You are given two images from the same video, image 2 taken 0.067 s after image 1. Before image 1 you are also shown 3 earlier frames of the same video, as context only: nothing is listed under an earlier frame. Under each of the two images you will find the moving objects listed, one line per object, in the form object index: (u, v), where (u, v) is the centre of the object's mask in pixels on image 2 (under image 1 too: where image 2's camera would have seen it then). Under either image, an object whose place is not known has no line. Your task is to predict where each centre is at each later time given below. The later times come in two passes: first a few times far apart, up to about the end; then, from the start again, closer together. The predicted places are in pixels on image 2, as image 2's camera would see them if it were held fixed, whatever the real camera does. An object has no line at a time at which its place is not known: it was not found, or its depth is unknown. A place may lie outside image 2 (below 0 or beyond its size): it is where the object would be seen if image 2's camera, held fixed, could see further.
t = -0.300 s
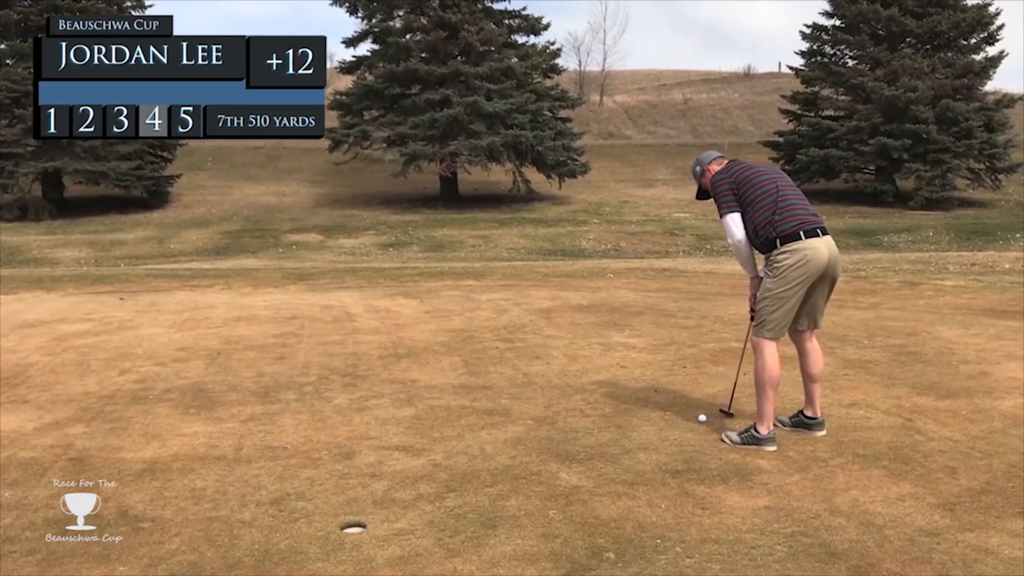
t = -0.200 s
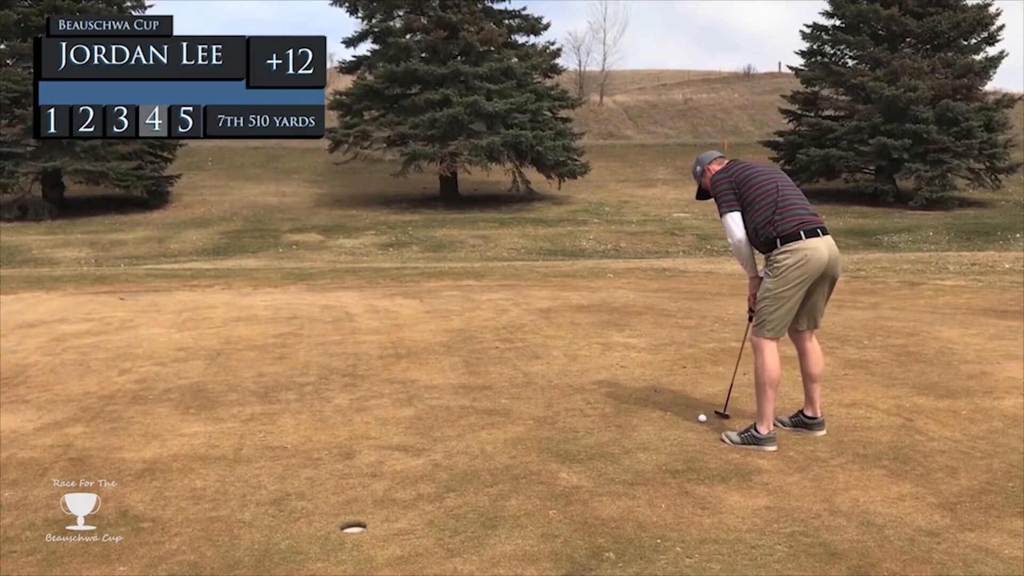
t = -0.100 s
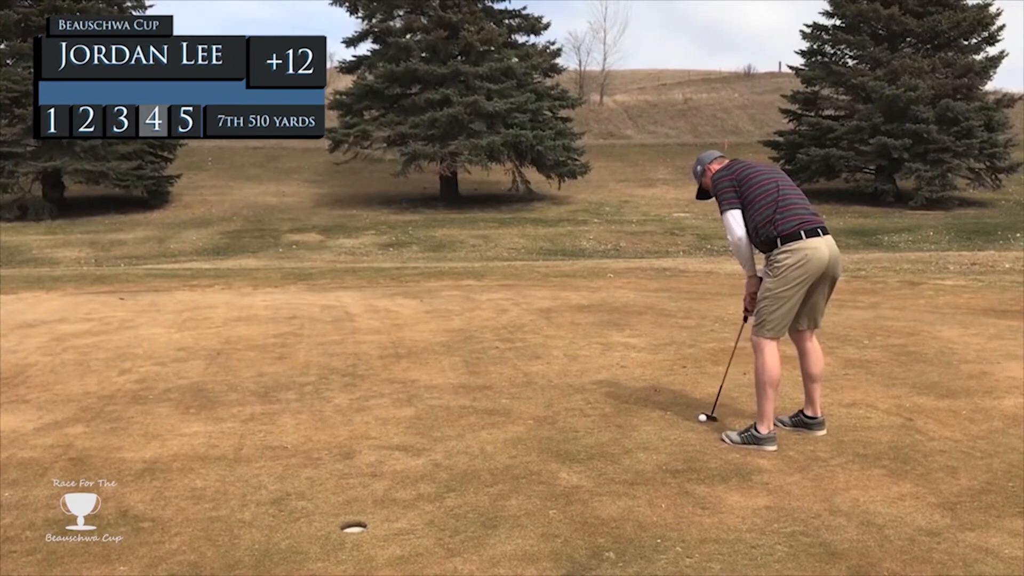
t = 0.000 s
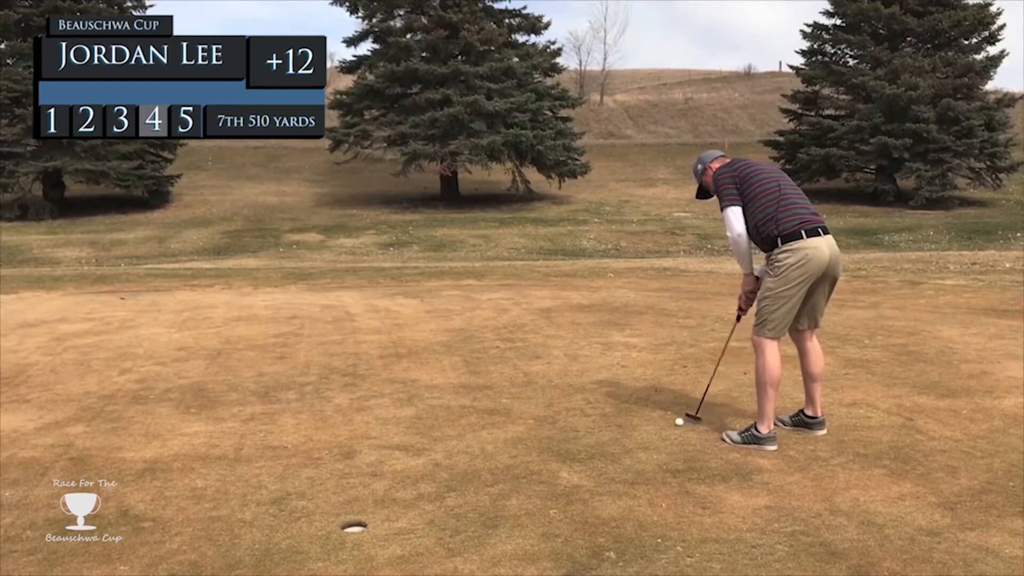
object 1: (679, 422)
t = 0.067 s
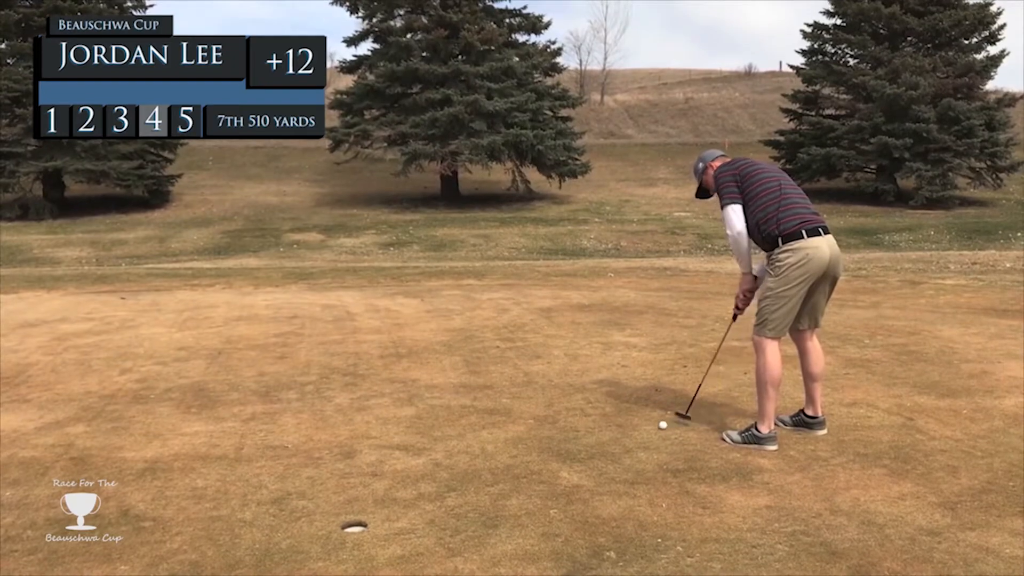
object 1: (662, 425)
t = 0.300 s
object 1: (615, 436)
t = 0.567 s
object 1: (567, 449)
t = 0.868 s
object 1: (519, 463)
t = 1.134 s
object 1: (481, 476)
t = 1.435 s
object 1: (445, 489)
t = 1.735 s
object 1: (420, 501)
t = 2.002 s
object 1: (406, 509)
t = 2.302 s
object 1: (397, 517)
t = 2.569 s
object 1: (394, 520)
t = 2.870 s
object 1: (394, 520)
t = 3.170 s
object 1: (394, 520)
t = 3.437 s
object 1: (394, 520)
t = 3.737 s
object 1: (394, 520)
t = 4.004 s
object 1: (394, 520)
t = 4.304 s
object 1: (394, 520)
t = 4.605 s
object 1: (394, 520)
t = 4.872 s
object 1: (394, 520)
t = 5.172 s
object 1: (394, 520)
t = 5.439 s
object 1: (394, 520)
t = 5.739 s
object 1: (394, 520)
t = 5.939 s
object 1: (394, 520)
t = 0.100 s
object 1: (655, 427)
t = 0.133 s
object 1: (648, 428)
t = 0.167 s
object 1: (641, 430)
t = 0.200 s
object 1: (634, 431)
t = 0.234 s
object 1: (628, 433)
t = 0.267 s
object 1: (621, 435)
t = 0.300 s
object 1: (615, 436)
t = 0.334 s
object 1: (608, 438)
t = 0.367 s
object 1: (602, 440)
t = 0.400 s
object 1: (596, 441)
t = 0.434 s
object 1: (590, 442)
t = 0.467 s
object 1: (584, 444)
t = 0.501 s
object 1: (578, 445)
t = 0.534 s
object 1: (572, 447)
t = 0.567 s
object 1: (567, 449)
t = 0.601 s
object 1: (561, 450)
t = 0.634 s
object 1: (556, 452)
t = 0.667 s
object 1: (550, 454)
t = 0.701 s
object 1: (545, 456)
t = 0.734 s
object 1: (539, 457)
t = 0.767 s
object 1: (534, 458)
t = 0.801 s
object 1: (529, 460)
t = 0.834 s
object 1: (524, 461)
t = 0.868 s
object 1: (519, 463)
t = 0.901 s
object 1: (514, 465)
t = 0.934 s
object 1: (508, 466)
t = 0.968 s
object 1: (504, 468)
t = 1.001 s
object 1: (499, 469)
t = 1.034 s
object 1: (494, 471)
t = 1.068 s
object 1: (490, 472)
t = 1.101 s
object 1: (485, 474)
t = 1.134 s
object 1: (481, 476)
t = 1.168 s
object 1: (477, 477)
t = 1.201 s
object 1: (473, 479)
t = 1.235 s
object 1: (468, 480)
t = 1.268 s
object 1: (465, 481)
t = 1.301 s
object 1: (461, 483)
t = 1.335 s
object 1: (457, 484)
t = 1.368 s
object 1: (453, 486)
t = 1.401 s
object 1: (449, 488)
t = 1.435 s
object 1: (445, 489)
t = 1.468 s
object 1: (442, 490)
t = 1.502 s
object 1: (439, 491)
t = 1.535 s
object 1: (436, 493)
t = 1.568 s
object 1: (433, 494)
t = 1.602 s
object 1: (430, 496)
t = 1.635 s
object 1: (427, 497)
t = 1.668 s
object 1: (425, 498)
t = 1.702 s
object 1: (422, 500)
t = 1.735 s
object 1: (420, 501)
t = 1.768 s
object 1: (418, 502)
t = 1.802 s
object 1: (416, 503)
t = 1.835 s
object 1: (414, 504)
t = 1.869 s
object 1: (412, 505)
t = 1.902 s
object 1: (410, 506)
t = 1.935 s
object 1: (409, 508)
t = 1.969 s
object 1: (407, 509)
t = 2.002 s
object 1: (406, 509)
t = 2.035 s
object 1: (404, 510)
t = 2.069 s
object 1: (403, 511)
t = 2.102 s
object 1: (402, 512)
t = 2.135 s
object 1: (401, 513)
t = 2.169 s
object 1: (400, 514)
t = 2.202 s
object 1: (400, 515)
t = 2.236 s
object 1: (398, 516)
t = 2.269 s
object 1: (398, 516)
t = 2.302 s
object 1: (397, 517)
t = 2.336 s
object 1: (397, 518)
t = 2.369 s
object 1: (396, 518)
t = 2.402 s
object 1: (396, 518)
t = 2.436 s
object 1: (395, 519)
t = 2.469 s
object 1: (395, 519)
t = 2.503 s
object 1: (394, 520)
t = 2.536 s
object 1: (394, 520)
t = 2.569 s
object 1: (394, 520)
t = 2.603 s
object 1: (394, 520)
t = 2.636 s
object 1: (394, 520)
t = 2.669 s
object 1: (394, 520)
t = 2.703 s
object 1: (394, 520)
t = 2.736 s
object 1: (394, 520)
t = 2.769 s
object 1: (394, 520)
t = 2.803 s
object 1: (394, 520)
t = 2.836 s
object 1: (394, 520)
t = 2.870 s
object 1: (394, 520)
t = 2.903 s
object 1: (394, 520)
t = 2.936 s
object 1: (394, 520)
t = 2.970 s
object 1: (394, 520)
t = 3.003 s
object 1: (394, 520)
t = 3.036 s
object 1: (394, 520)
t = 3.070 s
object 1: (394, 520)
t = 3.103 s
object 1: (394, 520)
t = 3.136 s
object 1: (394, 520)
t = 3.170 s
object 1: (394, 520)
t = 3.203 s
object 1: (394, 520)
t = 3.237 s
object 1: (394, 520)
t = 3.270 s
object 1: (394, 520)
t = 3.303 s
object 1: (394, 520)
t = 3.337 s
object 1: (394, 520)
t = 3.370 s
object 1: (394, 520)
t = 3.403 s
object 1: (394, 520)
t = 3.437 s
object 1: (394, 520)
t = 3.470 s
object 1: (394, 520)
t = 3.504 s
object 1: (394, 520)
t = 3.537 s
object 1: (394, 520)
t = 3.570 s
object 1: (394, 520)
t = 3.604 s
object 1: (394, 520)
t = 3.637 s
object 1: (394, 520)
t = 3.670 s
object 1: (394, 520)
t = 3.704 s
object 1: (394, 520)
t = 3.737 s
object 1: (394, 520)
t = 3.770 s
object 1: (394, 520)
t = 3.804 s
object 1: (395, 520)
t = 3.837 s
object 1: (394, 520)
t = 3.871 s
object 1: (394, 520)
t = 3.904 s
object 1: (394, 520)
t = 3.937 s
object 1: (394, 520)
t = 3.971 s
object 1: (394, 520)
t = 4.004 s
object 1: (394, 520)
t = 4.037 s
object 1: (394, 520)
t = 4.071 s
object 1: (394, 520)
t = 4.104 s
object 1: (394, 520)
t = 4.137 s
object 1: (394, 520)
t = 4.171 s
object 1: (394, 520)
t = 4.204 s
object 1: (394, 520)
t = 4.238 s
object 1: (394, 520)
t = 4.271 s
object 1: (394, 520)
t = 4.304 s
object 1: (394, 520)
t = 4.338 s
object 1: (394, 520)
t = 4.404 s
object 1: (394, 520)
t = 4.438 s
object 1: (394, 520)
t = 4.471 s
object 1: (394, 520)
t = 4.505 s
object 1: (394, 520)
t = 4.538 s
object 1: (394, 520)
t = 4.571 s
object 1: (394, 520)
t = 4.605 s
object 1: (394, 520)
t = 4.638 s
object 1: (394, 520)
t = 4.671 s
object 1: (394, 520)
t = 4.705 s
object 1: (394, 520)
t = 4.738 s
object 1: (394, 520)
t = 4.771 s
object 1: (394, 520)
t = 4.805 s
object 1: (394, 520)
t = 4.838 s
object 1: (394, 520)
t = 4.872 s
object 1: (394, 520)
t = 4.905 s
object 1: (394, 520)
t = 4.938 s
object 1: (394, 520)
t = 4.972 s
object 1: (394, 520)
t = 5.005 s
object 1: (394, 520)
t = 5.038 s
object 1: (394, 520)
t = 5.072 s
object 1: (394, 520)
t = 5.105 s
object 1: (394, 520)
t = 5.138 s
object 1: (394, 520)
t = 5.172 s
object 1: (394, 520)
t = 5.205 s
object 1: (394, 520)
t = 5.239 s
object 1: (394, 520)
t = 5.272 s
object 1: (394, 520)
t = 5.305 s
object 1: (394, 520)
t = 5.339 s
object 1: (394, 520)
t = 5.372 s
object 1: (394, 520)
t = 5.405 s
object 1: (395, 520)
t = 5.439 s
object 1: (394, 520)
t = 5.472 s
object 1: (395, 520)
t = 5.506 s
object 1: (395, 520)
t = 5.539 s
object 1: (394, 520)
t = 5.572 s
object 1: (394, 520)
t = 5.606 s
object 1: (394, 520)
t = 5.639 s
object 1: (394, 520)
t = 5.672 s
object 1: (394, 520)
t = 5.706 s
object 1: (394, 520)
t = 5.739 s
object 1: (394, 520)
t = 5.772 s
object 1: (394, 520)
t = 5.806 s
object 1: (394, 520)
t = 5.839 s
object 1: (394, 520)
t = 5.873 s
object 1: (394, 520)
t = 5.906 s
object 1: (394, 520)
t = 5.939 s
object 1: (394, 520)
